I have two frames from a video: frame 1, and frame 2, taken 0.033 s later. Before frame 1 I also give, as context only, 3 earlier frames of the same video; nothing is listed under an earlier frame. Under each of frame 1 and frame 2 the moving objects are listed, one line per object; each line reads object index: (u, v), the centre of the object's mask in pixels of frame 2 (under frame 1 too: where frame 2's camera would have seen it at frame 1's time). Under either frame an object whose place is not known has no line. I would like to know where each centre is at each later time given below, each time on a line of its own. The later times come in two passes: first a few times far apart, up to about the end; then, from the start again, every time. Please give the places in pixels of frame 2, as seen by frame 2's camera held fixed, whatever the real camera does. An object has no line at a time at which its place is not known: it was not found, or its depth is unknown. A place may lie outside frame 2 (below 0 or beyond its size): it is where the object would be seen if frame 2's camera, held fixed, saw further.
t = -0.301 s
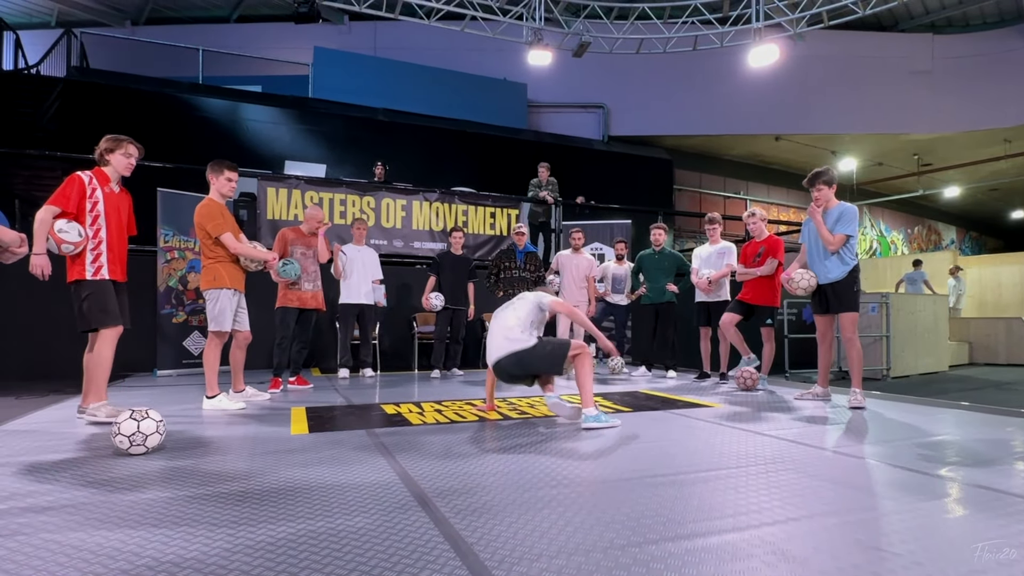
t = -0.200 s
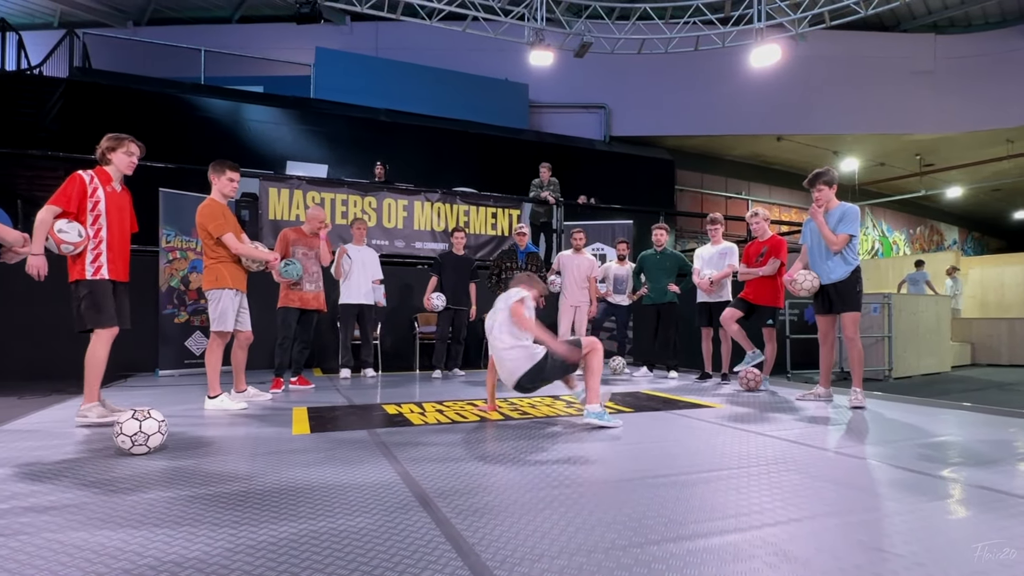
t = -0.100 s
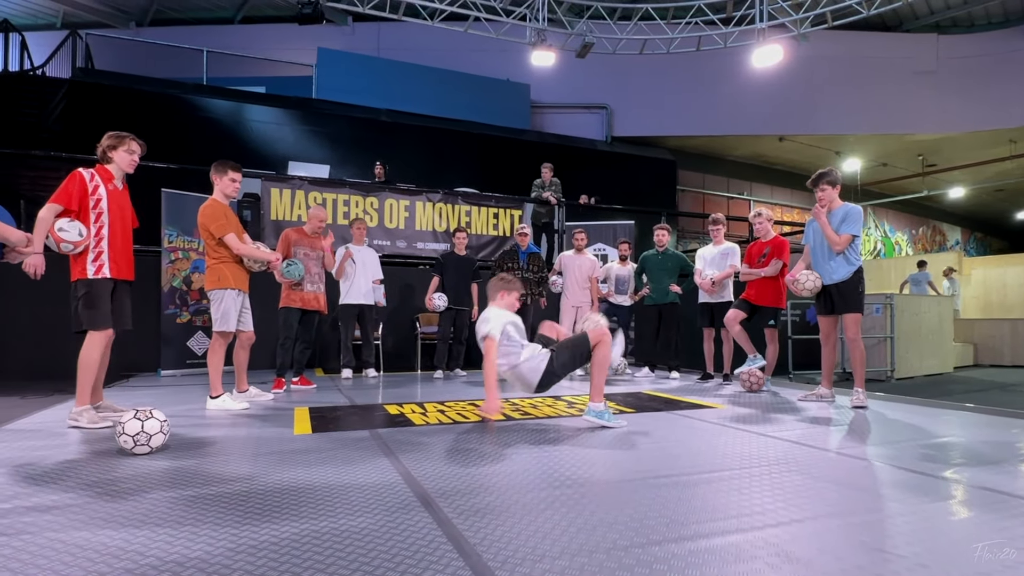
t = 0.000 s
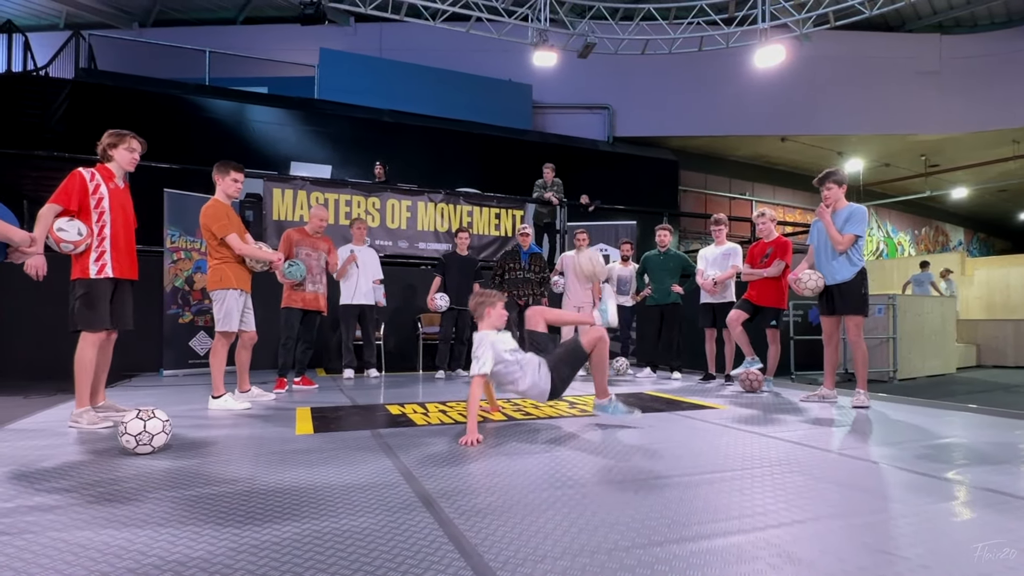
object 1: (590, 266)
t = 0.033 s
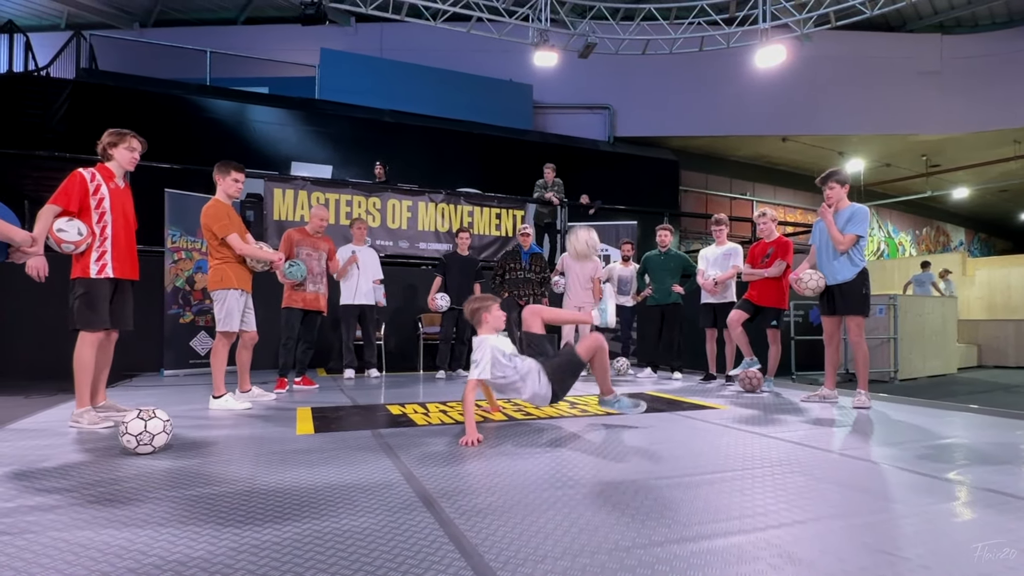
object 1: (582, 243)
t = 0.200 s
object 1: (552, 158)
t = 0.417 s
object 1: (507, 101)
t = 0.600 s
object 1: (463, 113)
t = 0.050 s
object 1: (580, 233)
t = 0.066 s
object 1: (577, 225)
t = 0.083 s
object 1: (574, 215)
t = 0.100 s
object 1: (571, 205)
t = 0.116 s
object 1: (568, 198)
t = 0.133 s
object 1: (565, 189)
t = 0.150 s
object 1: (561, 181)
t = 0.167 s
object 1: (559, 173)
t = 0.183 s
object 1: (555, 166)
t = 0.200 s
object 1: (552, 158)
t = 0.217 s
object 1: (549, 151)
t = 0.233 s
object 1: (545, 145)
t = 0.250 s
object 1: (542, 139)
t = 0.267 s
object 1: (539, 134)
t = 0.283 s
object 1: (535, 128)
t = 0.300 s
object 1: (532, 124)
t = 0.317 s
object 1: (528, 119)
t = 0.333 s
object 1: (525, 115)
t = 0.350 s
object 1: (521, 111)
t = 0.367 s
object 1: (518, 108)
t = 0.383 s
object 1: (514, 106)
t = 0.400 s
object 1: (511, 103)
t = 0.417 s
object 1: (507, 101)
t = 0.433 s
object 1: (503, 100)
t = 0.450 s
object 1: (499, 99)
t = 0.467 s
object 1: (495, 99)
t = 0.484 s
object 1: (492, 99)
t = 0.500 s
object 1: (488, 99)
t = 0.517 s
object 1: (484, 100)
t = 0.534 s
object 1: (480, 102)
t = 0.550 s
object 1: (476, 104)
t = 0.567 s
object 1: (472, 106)
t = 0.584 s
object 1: (467, 110)
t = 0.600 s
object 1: (463, 113)
